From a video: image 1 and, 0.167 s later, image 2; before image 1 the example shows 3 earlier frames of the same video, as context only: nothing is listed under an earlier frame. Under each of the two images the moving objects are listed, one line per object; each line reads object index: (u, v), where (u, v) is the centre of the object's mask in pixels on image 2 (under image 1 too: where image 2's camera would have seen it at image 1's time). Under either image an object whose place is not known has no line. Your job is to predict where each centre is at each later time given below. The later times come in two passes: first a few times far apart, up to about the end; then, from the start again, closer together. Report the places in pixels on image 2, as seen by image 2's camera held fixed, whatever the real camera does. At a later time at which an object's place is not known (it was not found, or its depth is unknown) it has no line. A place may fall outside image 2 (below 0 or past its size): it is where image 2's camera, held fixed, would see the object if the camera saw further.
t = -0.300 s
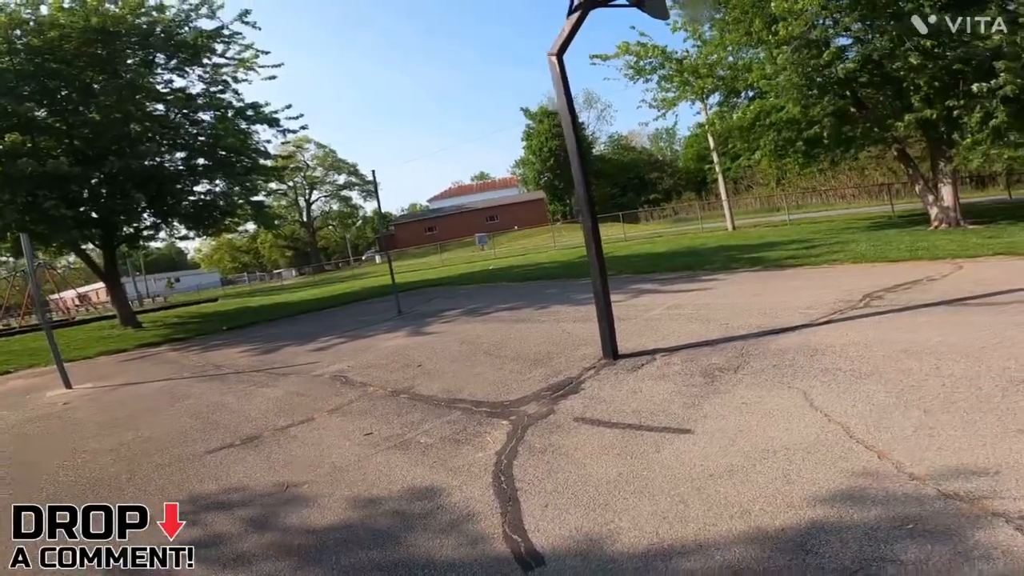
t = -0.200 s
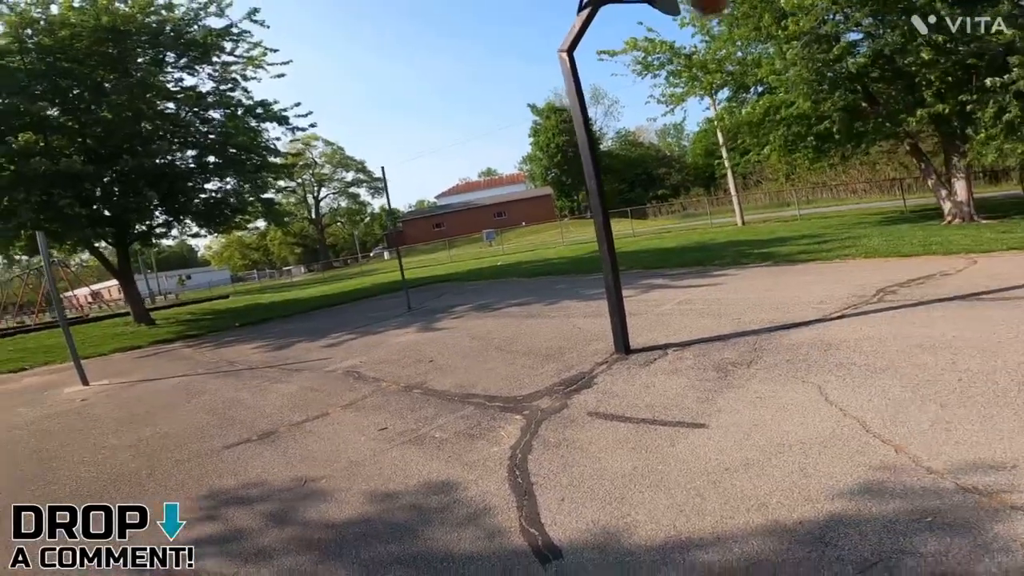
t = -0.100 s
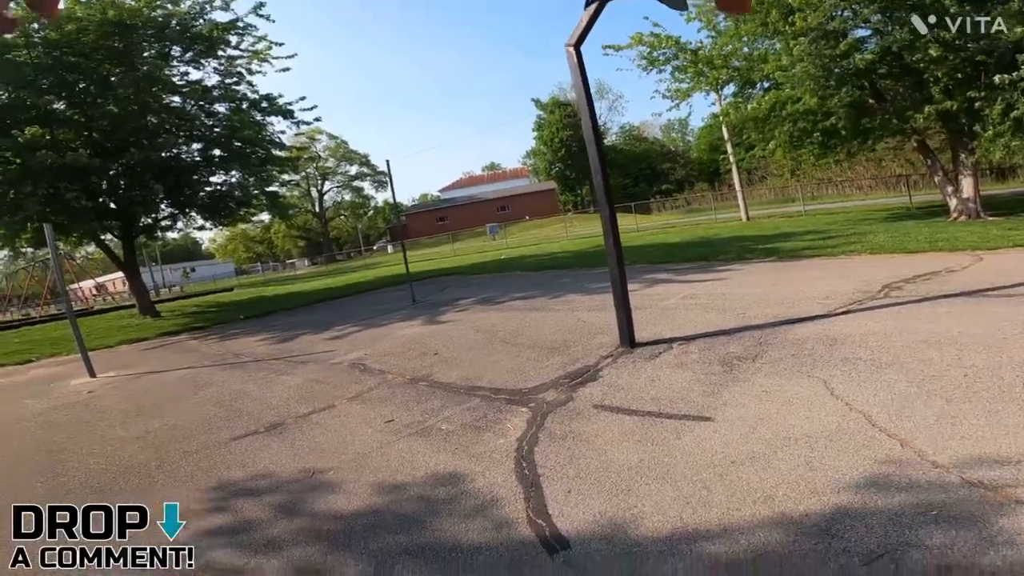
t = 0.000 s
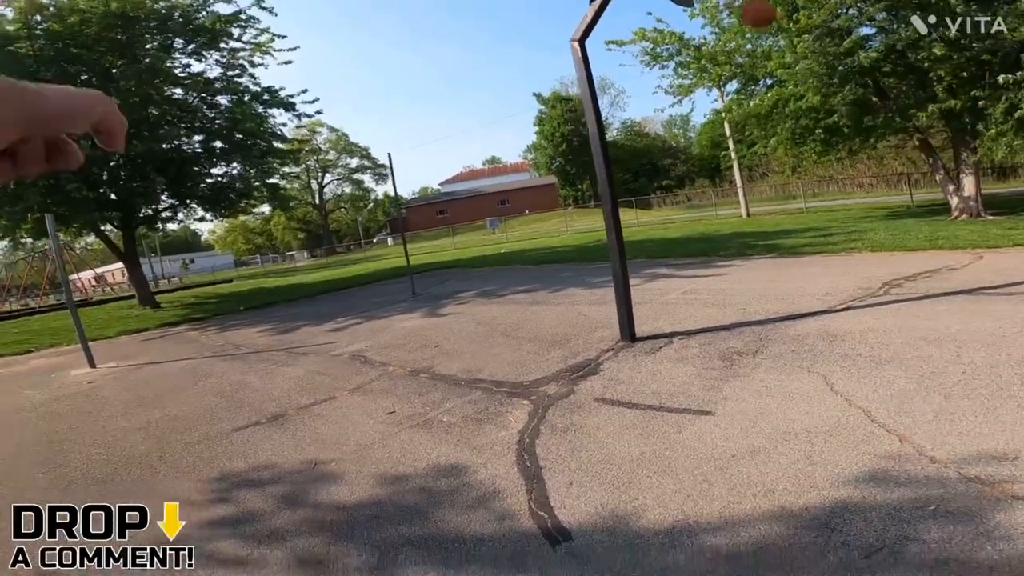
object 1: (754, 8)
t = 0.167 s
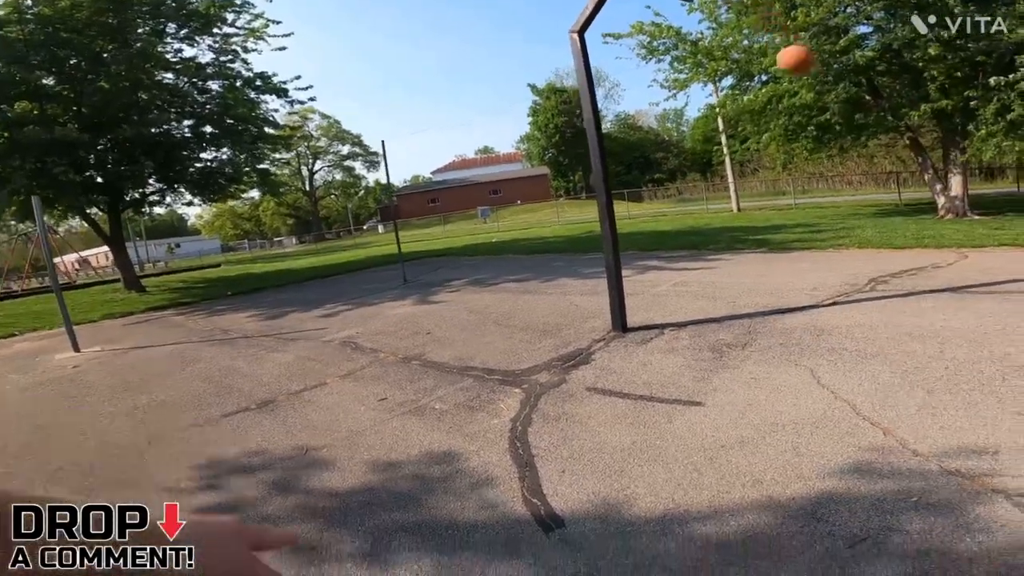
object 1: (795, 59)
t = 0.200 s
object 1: (804, 73)
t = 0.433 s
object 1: (855, 222)
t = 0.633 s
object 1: (874, 249)
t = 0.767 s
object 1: (881, 157)
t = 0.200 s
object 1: (804, 73)
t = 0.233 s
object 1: (812, 89)
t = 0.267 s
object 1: (821, 107)
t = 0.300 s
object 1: (828, 125)
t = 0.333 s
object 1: (835, 146)
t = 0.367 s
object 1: (842, 170)
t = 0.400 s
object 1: (851, 194)
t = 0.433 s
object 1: (855, 222)
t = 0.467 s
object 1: (860, 250)
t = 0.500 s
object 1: (865, 280)
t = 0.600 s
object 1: (872, 276)
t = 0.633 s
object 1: (874, 249)
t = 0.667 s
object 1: (877, 225)
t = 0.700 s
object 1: (878, 201)
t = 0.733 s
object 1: (880, 178)
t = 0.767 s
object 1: (881, 157)
